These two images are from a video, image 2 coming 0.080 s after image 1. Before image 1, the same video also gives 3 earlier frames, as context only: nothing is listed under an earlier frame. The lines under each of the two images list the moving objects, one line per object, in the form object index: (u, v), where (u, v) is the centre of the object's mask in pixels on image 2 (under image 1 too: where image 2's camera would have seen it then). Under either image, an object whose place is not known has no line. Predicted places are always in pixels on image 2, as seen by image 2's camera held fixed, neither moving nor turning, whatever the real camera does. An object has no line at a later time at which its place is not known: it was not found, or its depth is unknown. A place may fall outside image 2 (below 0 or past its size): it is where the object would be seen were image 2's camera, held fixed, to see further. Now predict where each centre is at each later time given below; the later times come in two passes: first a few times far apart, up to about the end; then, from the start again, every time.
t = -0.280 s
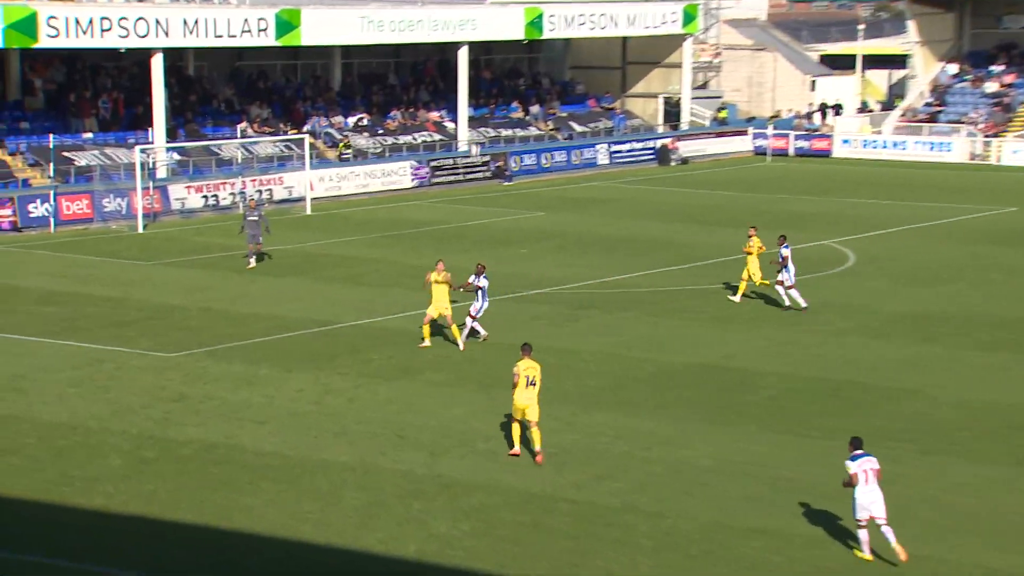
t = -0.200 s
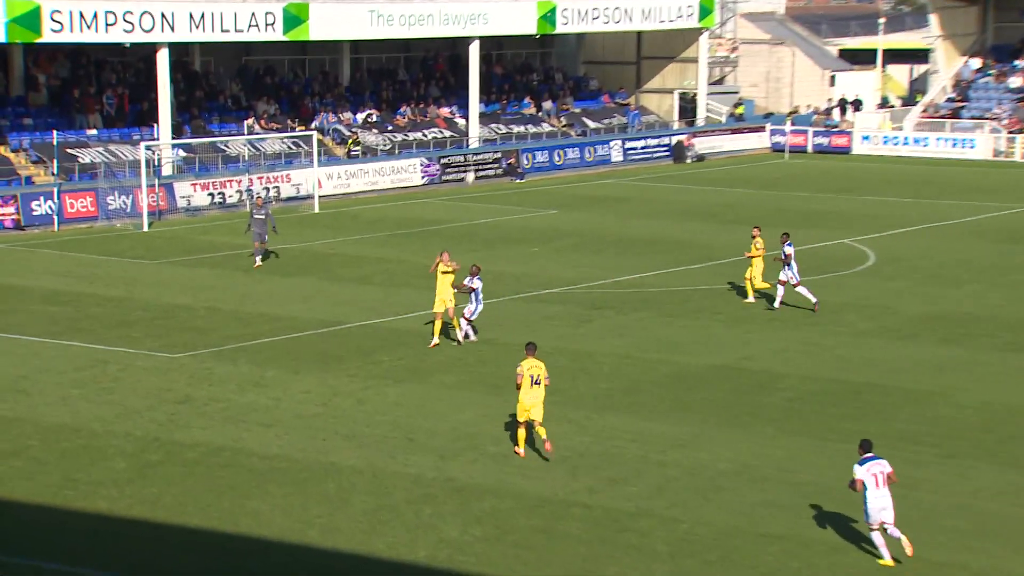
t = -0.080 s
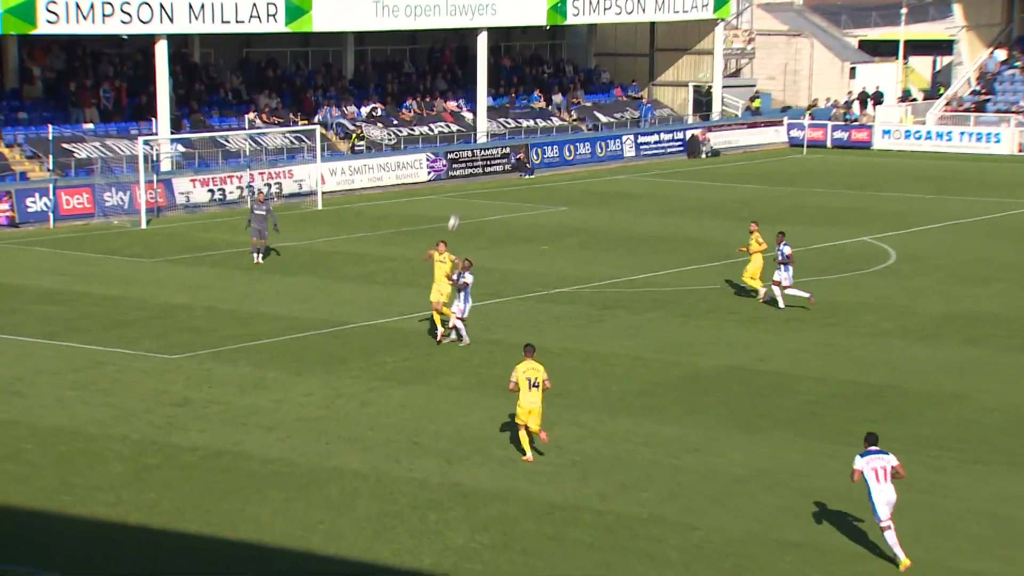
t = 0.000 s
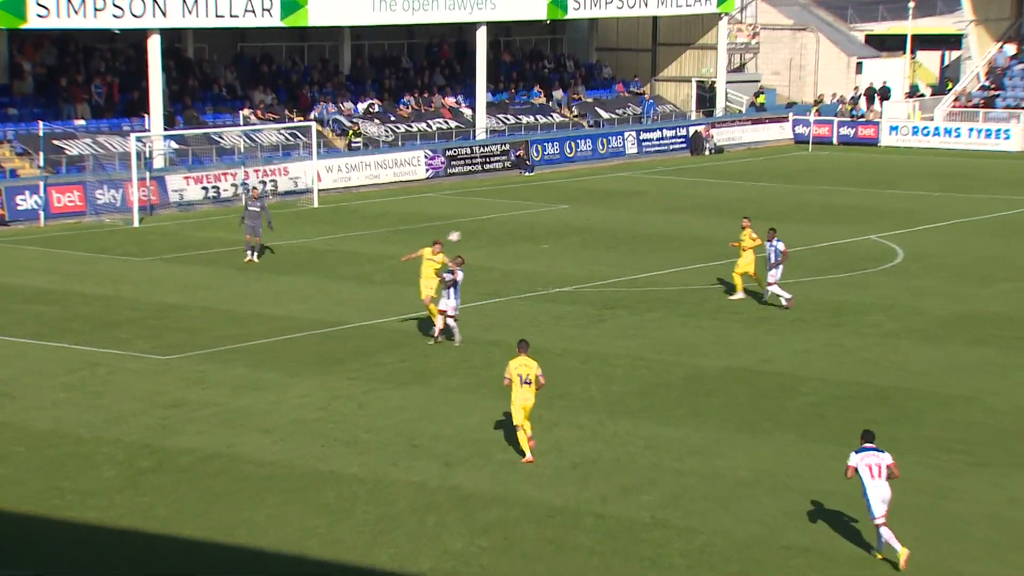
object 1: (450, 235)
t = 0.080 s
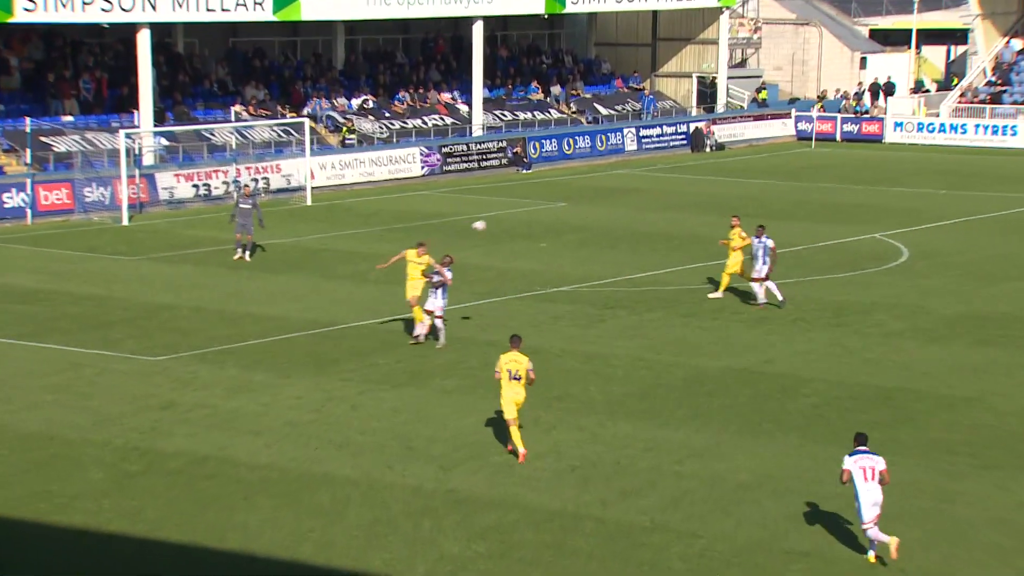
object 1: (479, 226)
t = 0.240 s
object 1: (539, 217)
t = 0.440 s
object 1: (619, 227)
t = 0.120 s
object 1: (493, 223)
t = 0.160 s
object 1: (509, 220)
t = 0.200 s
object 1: (524, 219)
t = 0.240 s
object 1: (539, 217)
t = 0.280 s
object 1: (555, 218)
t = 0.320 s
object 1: (571, 218)
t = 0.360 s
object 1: (586, 220)
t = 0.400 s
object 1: (602, 223)
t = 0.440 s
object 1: (619, 227)
